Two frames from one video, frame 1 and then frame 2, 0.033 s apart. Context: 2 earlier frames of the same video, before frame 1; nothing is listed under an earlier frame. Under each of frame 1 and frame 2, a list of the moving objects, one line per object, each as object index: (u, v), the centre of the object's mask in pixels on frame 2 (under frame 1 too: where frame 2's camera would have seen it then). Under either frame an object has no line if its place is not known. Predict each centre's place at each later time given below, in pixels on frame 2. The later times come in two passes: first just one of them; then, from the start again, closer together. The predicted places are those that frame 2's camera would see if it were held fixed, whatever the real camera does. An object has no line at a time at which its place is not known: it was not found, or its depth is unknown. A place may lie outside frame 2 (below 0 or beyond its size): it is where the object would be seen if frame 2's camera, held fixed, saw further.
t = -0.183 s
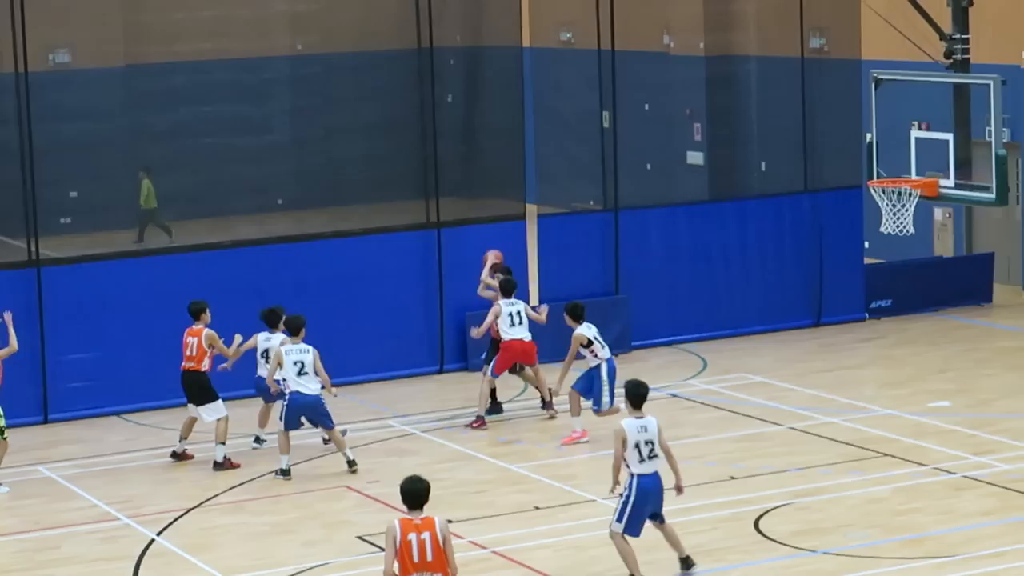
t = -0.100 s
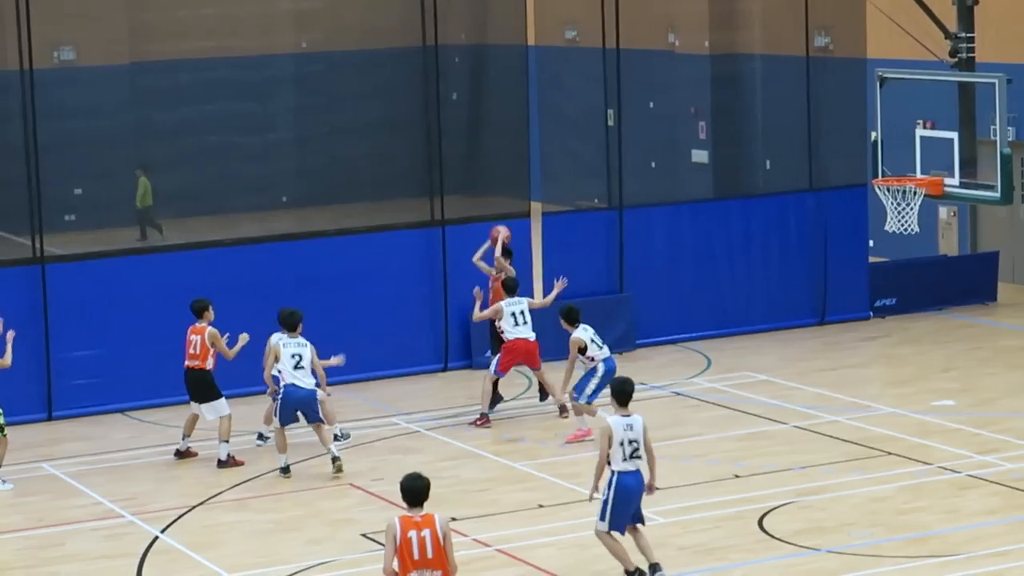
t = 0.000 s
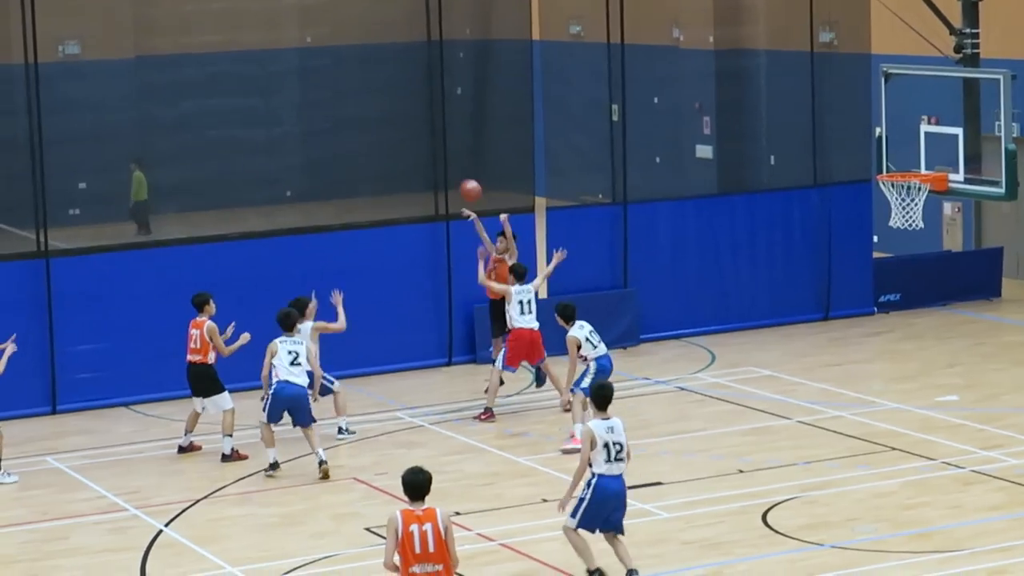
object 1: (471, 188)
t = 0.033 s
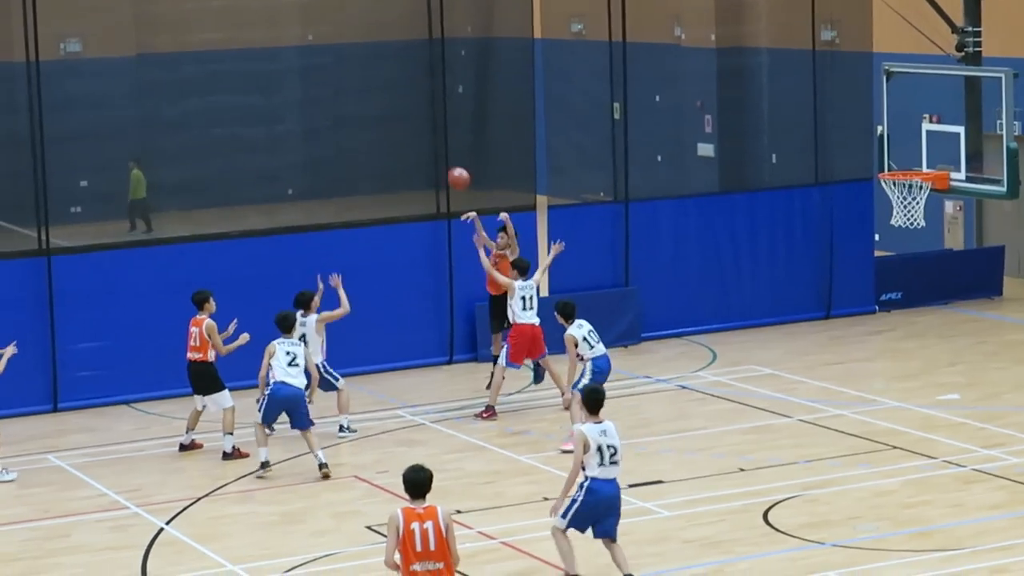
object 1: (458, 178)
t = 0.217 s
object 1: (380, 138)
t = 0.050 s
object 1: (452, 174)
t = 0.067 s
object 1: (445, 169)
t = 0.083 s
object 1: (438, 165)
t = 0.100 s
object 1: (430, 160)
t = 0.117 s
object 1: (424, 156)
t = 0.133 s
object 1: (416, 153)
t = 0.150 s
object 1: (409, 149)
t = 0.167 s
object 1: (402, 146)
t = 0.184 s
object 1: (394, 143)
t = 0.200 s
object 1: (387, 140)
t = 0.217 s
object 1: (380, 138)
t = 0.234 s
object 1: (372, 136)
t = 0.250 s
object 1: (365, 134)
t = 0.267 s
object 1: (357, 132)
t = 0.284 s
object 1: (350, 131)
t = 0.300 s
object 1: (342, 130)
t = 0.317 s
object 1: (335, 129)
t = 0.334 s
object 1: (327, 128)
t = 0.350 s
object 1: (319, 128)
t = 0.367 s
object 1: (312, 128)
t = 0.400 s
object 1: (296, 128)
